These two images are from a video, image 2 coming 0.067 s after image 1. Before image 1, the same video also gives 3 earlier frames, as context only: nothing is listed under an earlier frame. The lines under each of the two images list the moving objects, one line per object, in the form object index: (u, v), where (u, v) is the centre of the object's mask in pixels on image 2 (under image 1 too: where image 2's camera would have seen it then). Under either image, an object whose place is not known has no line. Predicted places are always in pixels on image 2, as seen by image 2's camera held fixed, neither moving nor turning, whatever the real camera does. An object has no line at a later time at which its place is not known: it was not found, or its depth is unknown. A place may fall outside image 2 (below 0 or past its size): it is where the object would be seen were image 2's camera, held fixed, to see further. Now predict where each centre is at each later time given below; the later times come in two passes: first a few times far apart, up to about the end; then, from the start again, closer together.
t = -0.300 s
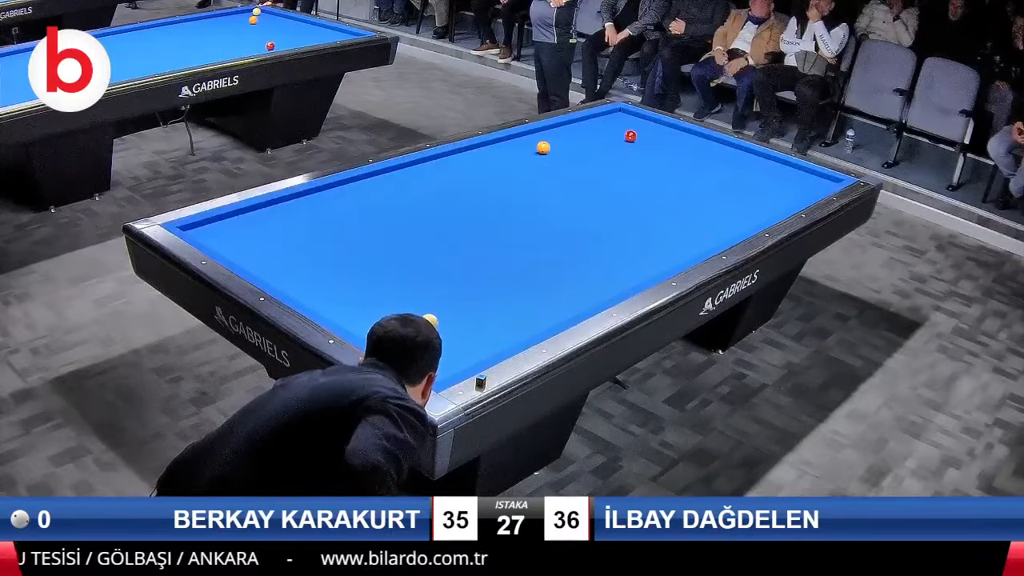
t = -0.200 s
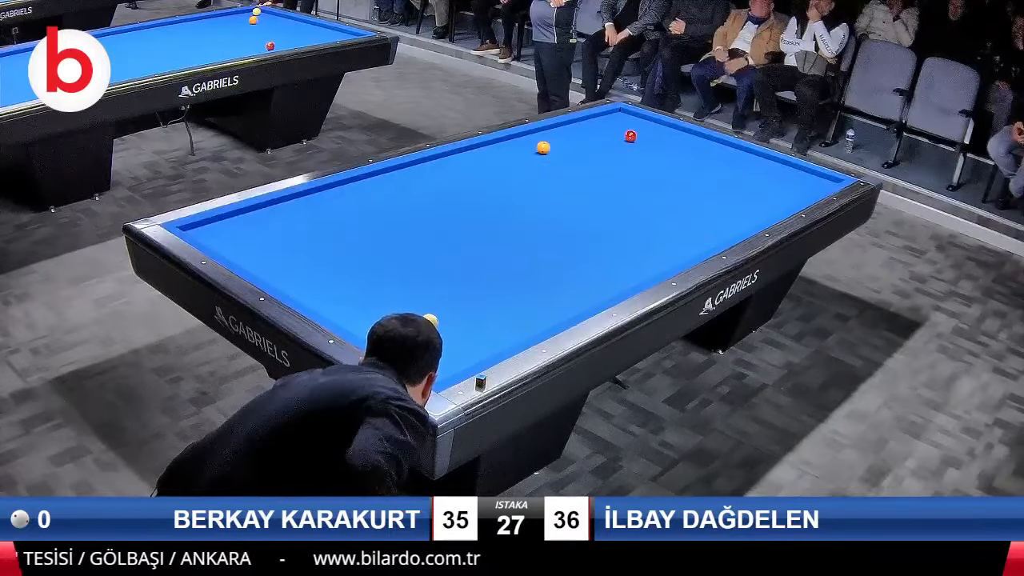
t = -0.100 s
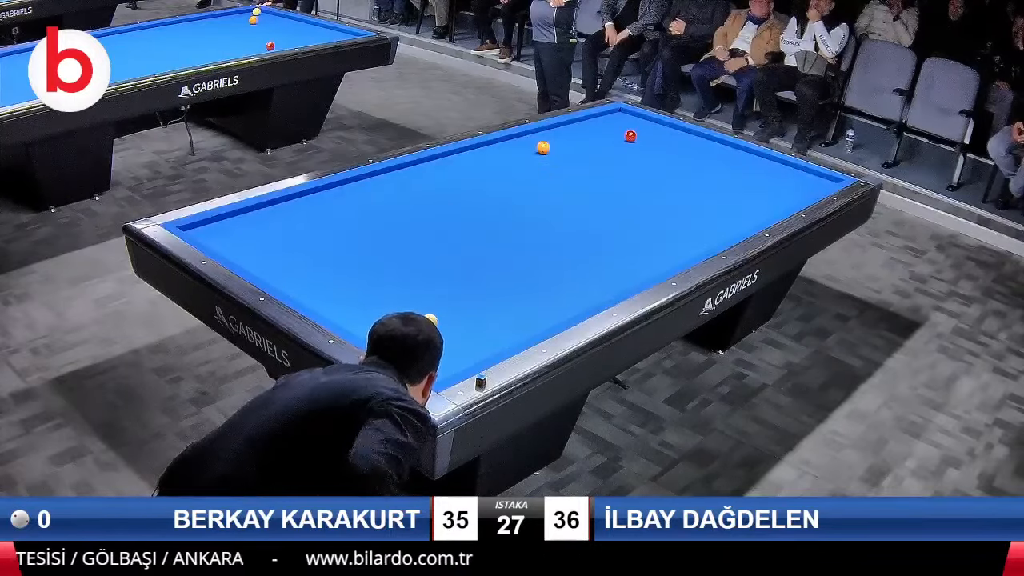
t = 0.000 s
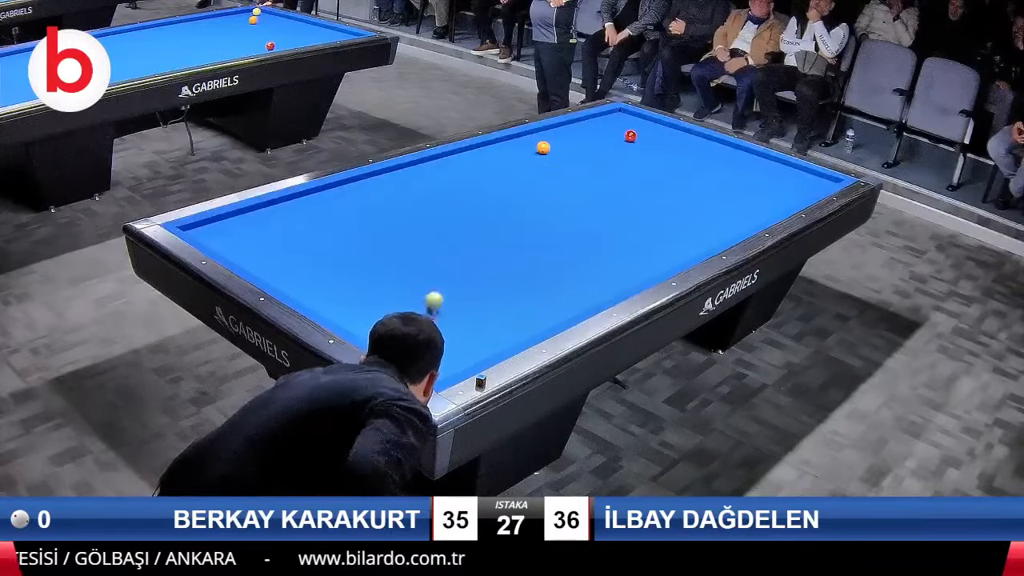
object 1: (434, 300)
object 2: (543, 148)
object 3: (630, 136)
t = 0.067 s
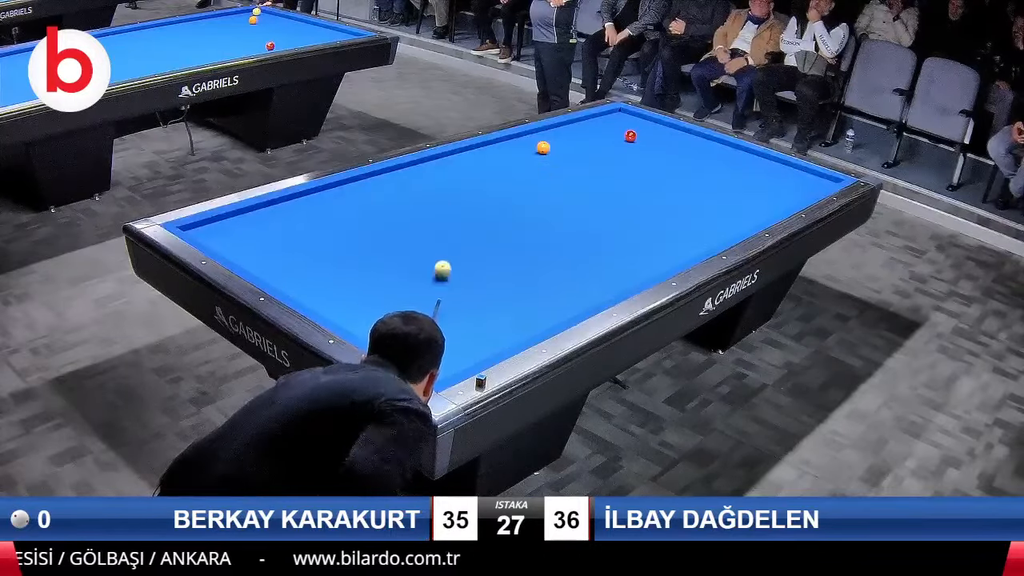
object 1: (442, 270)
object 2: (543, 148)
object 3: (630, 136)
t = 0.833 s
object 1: (544, 136)
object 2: (685, 159)
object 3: (630, 136)
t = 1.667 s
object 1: (629, 114)
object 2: (772, 184)
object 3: (630, 136)
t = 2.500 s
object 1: (640, 137)
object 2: (639, 178)
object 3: (626, 143)
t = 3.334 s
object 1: (660, 148)
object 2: (501, 174)
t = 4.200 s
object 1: (677, 157)
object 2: (379, 177)
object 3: (604, 180)
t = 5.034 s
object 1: (689, 165)
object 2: (354, 203)
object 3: (593, 198)
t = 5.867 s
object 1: (698, 170)
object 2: (329, 232)
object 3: (584, 215)
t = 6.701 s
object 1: (703, 174)
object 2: (303, 260)
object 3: (575, 231)
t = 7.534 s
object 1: (705, 174)
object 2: (285, 284)
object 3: (568, 244)
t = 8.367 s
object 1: (705, 175)
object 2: (319, 285)
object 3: (560, 255)
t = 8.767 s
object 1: (705, 175)
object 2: (332, 285)
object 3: (557, 259)
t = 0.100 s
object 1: (446, 256)
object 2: (543, 147)
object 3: (630, 136)
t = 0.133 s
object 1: (450, 242)
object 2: (543, 148)
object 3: (630, 136)
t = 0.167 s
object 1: (453, 230)
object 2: (543, 148)
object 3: (630, 136)
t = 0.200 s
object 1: (456, 218)
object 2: (543, 148)
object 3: (630, 136)
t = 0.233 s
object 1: (459, 207)
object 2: (543, 148)
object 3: (630, 136)
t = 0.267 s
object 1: (462, 197)
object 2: (543, 148)
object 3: (630, 136)
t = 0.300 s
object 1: (465, 187)
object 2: (543, 148)
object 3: (630, 136)
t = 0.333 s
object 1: (468, 178)
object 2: (543, 148)
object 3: (630, 136)
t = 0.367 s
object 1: (470, 169)
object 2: (543, 147)
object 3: (630, 136)
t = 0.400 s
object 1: (472, 160)
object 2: (543, 148)
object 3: (630, 136)
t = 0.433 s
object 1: (474, 152)
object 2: (543, 148)
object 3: (630, 136)
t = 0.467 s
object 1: (480, 146)
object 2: (543, 148)
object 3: (630, 136)
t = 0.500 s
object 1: (501, 146)
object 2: (543, 148)
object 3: (630, 136)
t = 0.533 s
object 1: (521, 146)
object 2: (543, 148)
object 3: (630, 136)
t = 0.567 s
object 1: (530, 146)
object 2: (553, 148)
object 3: (630, 136)
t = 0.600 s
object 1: (531, 145)
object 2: (572, 149)
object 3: (630, 136)
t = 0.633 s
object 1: (533, 144)
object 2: (589, 151)
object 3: (630, 136)
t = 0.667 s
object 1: (534, 143)
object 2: (607, 152)
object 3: (630, 136)
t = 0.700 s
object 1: (536, 141)
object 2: (623, 153)
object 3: (630, 136)
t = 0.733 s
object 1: (537, 140)
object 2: (640, 155)
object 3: (630, 136)
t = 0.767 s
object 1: (539, 139)
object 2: (656, 156)
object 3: (630, 136)
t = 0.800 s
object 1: (542, 137)
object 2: (671, 157)
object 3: (630, 136)
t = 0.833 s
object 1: (544, 136)
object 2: (685, 159)
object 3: (630, 136)
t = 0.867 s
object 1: (547, 134)
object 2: (700, 160)
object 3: (630, 136)
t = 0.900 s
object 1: (550, 133)
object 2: (713, 161)
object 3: (630, 136)
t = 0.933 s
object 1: (552, 131)
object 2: (726, 162)
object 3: (630, 136)
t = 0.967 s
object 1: (555, 130)
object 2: (739, 163)
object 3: (630, 136)
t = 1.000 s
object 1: (558, 128)
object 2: (751, 164)
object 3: (630, 136)
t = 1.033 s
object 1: (560, 127)
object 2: (763, 165)
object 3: (630, 136)
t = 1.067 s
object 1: (563, 126)
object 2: (775, 166)
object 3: (630, 136)
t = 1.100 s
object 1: (565, 124)
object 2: (787, 168)
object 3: (630, 136)
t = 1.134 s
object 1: (568, 123)
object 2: (798, 168)
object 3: (630, 136)
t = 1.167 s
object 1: (573, 122)
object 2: (809, 170)
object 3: (630, 136)
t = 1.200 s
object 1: (578, 121)
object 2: (812, 173)
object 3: (630, 136)
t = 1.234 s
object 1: (582, 120)
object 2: (814, 176)
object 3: (630, 136)
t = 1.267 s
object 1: (587, 119)
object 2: (817, 179)
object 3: (630, 136)
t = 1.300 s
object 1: (592, 119)
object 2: (819, 182)
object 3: (630, 136)
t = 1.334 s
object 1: (596, 118)
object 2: (823, 185)
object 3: (630, 136)
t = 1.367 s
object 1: (601, 117)
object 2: (821, 186)
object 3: (630, 136)
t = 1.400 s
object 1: (605, 116)
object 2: (815, 186)
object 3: (630, 136)
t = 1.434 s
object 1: (609, 115)
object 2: (809, 186)
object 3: (630, 136)
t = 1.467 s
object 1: (614, 115)
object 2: (803, 185)
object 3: (630, 136)
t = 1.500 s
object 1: (618, 114)
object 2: (797, 185)
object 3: (630, 136)
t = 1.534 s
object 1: (622, 113)
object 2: (792, 185)
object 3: (630, 136)
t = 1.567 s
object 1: (626, 112)
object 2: (787, 184)
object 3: (630, 136)
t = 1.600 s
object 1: (630, 112)
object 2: (782, 184)
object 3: (630, 136)
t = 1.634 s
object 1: (630, 113)
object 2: (777, 184)
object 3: (630, 136)
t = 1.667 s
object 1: (629, 114)
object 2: (772, 184)
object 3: (630, 136)
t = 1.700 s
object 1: (629, 116)
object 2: (767, 183)
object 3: (630, 136)
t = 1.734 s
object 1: (628, 117)
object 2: (761, 183)
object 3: (630, 136)
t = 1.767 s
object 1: (628, 118)
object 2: (756, 183)
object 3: (630, 136)
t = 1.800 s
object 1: (629, 120)
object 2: (751, 183)
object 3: (630, 136)
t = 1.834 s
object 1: (629, 121)
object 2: (746, 182)
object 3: (630, 136)
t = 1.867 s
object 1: (629, 122)
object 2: (740, 182)
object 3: (630, 136)
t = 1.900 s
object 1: (630, 123)
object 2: (735, 182)
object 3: (630, 136)
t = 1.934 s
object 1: (630, 124)
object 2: (730, 182)
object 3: (630, 136)
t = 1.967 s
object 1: (631, 125)
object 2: (725, 181)
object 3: (630, 136)
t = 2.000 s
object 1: (631, 126)
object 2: (720, 181)
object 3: (630, 136)
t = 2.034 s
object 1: (631, 127)
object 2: (714, 181)
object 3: (630, 136)
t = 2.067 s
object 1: (632, 128)
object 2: (709, 181)
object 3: (630, 136)
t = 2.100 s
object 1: (632, 128)
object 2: (704, 181)
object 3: (630, 136)
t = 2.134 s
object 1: (633, 129)
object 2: (698, 181)
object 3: (630, 136)
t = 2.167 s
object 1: (634, 130)
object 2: (693, 180)
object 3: (630, 136)
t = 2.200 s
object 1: (634, 131)
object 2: (688, 180)
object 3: (630, 136)
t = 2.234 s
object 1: (635, 132)
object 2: (682, 180)
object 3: (629, 137)
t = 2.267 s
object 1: (636, 133)
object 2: (677, 180)
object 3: (629, 138)
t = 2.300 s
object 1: (637, 134)
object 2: (671, 180)
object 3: (628, 139)
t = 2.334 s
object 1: (637, 135)
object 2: (666, 179)
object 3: (628, 140)
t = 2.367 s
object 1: (637, 135)
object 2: (660, 179)
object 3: (627, 140)
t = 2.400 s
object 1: (638, 136)
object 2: (655, 179)
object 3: (627, 141)
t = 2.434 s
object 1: (639, 136)
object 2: (649, 179)
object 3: (627, 142)
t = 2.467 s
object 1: (640, 137)
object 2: (644, 178)
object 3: (626, 143)
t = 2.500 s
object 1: (640, 137)
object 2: (639, 178)
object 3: (626, 143)
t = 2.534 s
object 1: (642, 138)
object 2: (633, 178)
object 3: (625, 144)
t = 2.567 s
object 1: (642, 138)
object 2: (628, 178)
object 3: (625, 145)
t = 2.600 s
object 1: (643, 139)
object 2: (622, 178)
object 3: (625, 145)
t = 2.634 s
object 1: (644, 139)
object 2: (617, 177)
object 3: (624, 146)
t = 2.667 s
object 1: (645, 139)
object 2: (612, 177)
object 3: (623, 147)
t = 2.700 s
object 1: (646, 140)
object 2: (606, 177)
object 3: (623, 148)
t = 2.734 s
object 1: (646, 140)
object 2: (601, 177)
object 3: (623, 148)
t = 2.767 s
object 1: (647, 141)
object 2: (594, 177)
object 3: (623, 149)
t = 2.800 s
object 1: (648, 141)
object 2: (590, 176)
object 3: (622, 150)
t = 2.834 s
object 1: (649, 142)
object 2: (584, 176)
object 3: (622, 150)
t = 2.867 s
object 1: (649, 142)
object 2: (578, 176)
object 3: (621, 151)
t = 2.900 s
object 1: (650, 143)
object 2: (573, 176)
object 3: (621, 152)
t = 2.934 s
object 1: (651, 143)
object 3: (621, 152)
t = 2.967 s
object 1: (652, 143)
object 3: (620, 153)
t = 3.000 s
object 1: (652, 144)
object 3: (620, 154)
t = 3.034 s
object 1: (653, 144)
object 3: (620, 155)
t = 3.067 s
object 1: (654, 144)
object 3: (619, 155)
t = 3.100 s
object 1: (655, 145)
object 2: (536, 173)
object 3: (619, 156)
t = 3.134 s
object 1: (655, 145)
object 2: (534, 174)
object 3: (620, 158)
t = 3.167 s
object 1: (656, 146)
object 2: (529, 174)
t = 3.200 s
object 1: (657, 146)
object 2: (523, 174)
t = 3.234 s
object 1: (658, 147)
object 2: (518, 174)
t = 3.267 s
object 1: (658, 147)
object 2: (512, 174)
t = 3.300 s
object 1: (659, 147)
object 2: (507, 174)
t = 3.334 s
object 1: (660, 148)
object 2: (501, 174)
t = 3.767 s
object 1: (669, 151)
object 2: (430, 173)
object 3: (609, 171)
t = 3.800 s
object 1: (669, 152)
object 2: (424, 173)
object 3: (609, 171)
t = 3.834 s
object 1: (670, 152)
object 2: (419, 172)
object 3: (609, 172)
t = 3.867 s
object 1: (671, 154)
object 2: (414, 173)
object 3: (608, 173)
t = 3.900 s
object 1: (671, 154)
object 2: (408, 173)
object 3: (608, 174)
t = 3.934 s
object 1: (672, 154)
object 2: (403, 172)
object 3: (608, 174)
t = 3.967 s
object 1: (672, 155)
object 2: (398, 172)
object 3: (607, 175)
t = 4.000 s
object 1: (673, 155)
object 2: (392, 172)
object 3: (607, 176)
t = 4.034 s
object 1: (674, 156)
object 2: (387, 172)
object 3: (606, 177)
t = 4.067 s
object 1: (674, 156)
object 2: (382, 172)
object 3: (606, 177)
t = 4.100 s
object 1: (675, 156)
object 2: (382, 173)
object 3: (605, 178)
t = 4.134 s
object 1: (675, 156)
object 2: (382, 174)
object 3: (605, 179)
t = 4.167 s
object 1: (676, 157)
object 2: (380, 175)
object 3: (604, 180)
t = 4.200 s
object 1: (677, 157)
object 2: (379, 177)
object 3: (604, 180)
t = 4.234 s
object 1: (677, 158)
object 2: (378, 178)
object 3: (603, 181)
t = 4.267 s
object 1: (678, 158)
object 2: (377, 179)
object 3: (603, 182)
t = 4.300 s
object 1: (678, 158)
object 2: (376, 180)
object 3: (603, 182)
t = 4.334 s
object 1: (679, 158)
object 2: (376, 181)
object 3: (602, 183)
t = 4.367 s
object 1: (679, 159)
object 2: (375, 182)
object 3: (602, 184)
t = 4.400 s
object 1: (680, 159)
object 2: (374, 183)
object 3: (601, 185)
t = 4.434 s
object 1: (680, 160)
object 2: (373, 184)
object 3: (601, 185)
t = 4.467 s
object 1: (681, 160)
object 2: (372, 185)
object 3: (600, 186)
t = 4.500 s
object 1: (681, 160)
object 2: (371, 186)
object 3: (600, 187)
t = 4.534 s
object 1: (682, 160)
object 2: (370, 187)
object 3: (600, 188)
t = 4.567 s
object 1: (682, 161)
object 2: (369, 188)
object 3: (599, 188)
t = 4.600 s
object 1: (683, 161)
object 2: (367, 189)
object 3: (599, 189)
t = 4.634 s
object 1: (684, 161)
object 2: (367, 190)
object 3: (599, 190)
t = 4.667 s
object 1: (684, 162)
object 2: (366, 191)
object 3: (598, 190)
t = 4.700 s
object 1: (684, 162)
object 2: (365, 192)
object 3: (598, 191)
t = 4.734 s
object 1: (685, 162)
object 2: (364, 194)
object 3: (597, 192)
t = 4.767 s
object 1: (685, 163)
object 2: (363, 195)
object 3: (597, 192)
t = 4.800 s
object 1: (686, 163)
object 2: (362, 196)
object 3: (596, 193)
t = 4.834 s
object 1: (686, 163)
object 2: (361, 197)
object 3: (596, 194)
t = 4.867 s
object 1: (687, 163)
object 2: (359, 198)
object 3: (595, 195)
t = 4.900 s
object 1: (687, 164)
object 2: (358, 199)
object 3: (595, 195)
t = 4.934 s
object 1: (687, 164)
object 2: (357, 200)
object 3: (594, 196)
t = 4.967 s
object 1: (688, 164)
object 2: (356, 201)
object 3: (594, 197)
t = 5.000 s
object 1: (688, 164)
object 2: (356, 202)
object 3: (594, 197)
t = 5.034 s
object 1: (689, 165)
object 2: (354, 203)
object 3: (593, 198)
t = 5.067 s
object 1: (689, 165)
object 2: (353, 205)
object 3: (593, 199)
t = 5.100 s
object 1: (690, 165)
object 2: (352, 206)
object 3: (593, 200)
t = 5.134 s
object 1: (690, 166)
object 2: (351, 207)
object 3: (592, 200)
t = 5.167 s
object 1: (690, 166)
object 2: (351, 208)
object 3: (592, 201)
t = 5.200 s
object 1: (691, 166)
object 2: (349, 209)
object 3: (591, 202)
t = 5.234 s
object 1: (691, 166)
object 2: (348, 210)
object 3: (591, 202)
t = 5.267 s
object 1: (692, 166)
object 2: (347, 212)
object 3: (591, 203)
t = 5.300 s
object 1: (692, 167)
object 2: (346, 212)
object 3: (590, 204)
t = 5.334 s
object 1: (692, 167)
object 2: (345, 214)
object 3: (590, 204)
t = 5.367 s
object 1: (693, 167)
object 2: (344, 215)
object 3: (590, 205)
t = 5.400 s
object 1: (693, 167)
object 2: (343, 216)
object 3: (589, 206)
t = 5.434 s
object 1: (693, 168)
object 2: (342, 217)
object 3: (589, 206)
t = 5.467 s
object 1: (694, 168)
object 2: (341, 218)
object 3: (588, 207)
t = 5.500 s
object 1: (694, 168)
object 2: (340, 219)
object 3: (588, 208)
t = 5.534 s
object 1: (695, 168)
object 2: (339, 220)
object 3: (588, 209)
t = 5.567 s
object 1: (695, 169)
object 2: (338, 221)
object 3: (587, 210)
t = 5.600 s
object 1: (695, 169)
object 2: (337, 223)
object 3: (587, 210)
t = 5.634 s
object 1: (696, 169)
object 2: (336, 224)
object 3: (586, 211)
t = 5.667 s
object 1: (696, 169)
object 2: (335, 225)
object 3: (586, 212)
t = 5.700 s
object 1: (696, 169)
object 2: (334, 226)
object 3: (586, 212)
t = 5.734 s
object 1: (697, 170)
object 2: (333, 227)
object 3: (585, 213)
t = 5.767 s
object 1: (697, 170)
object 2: (332, 228)
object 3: (585, 213)
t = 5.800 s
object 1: (697, 170)
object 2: (331, 229)
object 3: (585, 214)
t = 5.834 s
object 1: (698, 170)
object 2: (330, 230)
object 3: (584, 215)
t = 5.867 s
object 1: (698, 170)
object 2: (329, 232)
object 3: (584, 215)
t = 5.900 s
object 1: (698, 171)
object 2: (328, 233)
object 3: (584, 216)
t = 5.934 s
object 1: (698, 171)
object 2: (327, 234)
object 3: (583, 217)
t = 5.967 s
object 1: (699, 171)
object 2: (326, 235)
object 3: (583, 217)
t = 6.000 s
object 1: (699, 171)
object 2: (325, 236)
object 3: (583, 218)
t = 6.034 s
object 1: (699, 171)
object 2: (324, 237)
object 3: (582, 218)
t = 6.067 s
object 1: (700, 171)
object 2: (323, 239)
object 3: (582, 219)
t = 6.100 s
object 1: (700, 171)
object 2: (322, 240)
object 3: (581, 220)
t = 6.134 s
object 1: (700, 172)
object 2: (320, 241)
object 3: (581, 220)
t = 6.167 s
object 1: (700, 172)
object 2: (320, 242)
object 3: (580, 221)
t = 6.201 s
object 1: (701, 172)
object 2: (318, 243)
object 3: (580, 222)
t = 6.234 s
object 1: (701, 172)
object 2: (317, 244)
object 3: (580, 222)
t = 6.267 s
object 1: (701, 172)
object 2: (316, 245)
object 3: (579, 223)
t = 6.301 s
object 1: (701, 172)
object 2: (315, 246)
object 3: (579, 224)
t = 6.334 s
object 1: (702, 172)
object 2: (314, 248)
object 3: (579, 224)
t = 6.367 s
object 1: (702, 172)
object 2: (313, 249)
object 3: (578, 225)
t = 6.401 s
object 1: (702, 172)
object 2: (312, 250)
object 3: (578, 225)
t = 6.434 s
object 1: (702, 173)
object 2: (311, 251)
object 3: (577, 226)
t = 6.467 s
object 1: (702, 173)
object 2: (310, 252)
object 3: (577, 226)
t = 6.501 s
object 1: (703, 173)
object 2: (309, 253)
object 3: (577, 227)
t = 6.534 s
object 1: (703, 173)
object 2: (308, 255)
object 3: (577, 228)
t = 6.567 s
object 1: (703, 173)
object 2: (307, 256)
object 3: (576, 228)
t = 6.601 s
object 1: (703, 173)
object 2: (306, 257)
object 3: (576, 229)
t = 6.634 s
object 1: (703, 173)
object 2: (305, 258)
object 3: (576, 229)
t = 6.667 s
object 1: (703, 174)
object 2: (304, 259)
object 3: (575, 230)
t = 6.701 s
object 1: (703, 174)
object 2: (303, 260)
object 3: (575, 231)
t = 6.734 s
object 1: (704, 174)
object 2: (302, 262)
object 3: (575, 231)
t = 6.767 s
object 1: (704, 174)
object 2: (301, 263)
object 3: (574, 232)
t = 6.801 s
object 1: (704, 174)
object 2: (300, 264)
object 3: (574, 232)
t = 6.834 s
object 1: (704, 174)
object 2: (299, 265)
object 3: (574, 233)
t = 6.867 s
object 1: (704, 174)
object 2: (298, 266)
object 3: (573, 234)
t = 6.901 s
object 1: (704, 174)
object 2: (297, 267)
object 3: (573, 234)
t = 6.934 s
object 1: (704, 174)
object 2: (296, 269)
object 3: (573, 235)
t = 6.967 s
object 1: (704, 174)
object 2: (295, 270)
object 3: (572, 235)
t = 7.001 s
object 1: (704, 174)
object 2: (294, 271)
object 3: (572, 236)
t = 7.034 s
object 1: (704, 174)
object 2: (293, 272)
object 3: (572, 236)
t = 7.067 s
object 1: (705, 174)
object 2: (292, 273)
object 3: (572, 237)
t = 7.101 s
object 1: (705, 174)
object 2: (291, 274)
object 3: (571, 237)
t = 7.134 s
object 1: (705, 174)
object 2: (290, 276)
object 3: (571, 238)
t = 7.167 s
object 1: (705, 174)
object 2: (289, 276)
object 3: (571, 238)
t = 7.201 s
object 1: (705, 174)
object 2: (288, 278)
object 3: (571, 239)
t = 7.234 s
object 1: (705, 174)
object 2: (287, 279)
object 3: (570, 240)
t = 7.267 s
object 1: (705, 174)
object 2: (286, 280)
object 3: (570, 240)
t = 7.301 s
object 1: (705, 174)
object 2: (285, 281)
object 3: (570, 240)
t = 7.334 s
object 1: (705, 174)
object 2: (284, 282)
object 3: (569, 241)
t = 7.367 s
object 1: (705, 174)
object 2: (283, 282)
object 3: (569, 242)
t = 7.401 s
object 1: (705, 174)
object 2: (282, 283)
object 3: (569, 242)
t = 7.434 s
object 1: (705, 174)
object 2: (282, 284)
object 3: (568, 243)
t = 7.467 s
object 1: (705, 174)
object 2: (282, 284)
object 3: (568, 243)
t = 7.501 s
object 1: (705, 174)
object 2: (284, 284)
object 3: (568, 244)
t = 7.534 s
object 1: (705, 174)
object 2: (285, 284)
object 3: (568, 244)
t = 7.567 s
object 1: (705, 174)
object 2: (287, 285)
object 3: (567, 245)
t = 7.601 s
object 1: (705, 175)
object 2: (288, 285)
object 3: (567, 246)
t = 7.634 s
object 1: (705, 175)
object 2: (290, 285)
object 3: (567, 246)
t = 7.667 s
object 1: (705, 175)
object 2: (291, 285)
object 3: (566, 246)
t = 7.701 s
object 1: (705, 175)
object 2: (292, 286)
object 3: (566, 247)
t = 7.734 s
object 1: (705, 175)
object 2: (294, 285)
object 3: (566, 247)
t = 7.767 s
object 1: (705, 175)
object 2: (295, 285)
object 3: (566, 248)
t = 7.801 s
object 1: (705, 175)
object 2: (297, 286)
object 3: (565, 248)
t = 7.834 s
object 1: (705, 175)
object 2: (298, 286)
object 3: (565, 249)
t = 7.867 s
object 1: (705, 175)
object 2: (299, 286)
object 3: (565, 249)
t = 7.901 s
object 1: (705, 175)
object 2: (301, 285)
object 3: (564, 250)
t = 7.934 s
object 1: (705, 175)
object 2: (302, 285)
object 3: (564, 250)
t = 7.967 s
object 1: (705, 175)
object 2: (304, 285)
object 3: (564, 251)
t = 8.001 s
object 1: (705, 175)
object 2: (305, 285)
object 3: (564, 251)
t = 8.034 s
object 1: (705, 175)
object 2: (307, 285)
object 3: (563, 251)
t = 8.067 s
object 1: (705, 175)
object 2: (308, 285)
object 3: (563, 252)
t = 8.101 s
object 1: (705, 175)
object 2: (309, 285)
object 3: (563, 252)
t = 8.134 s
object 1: (705, 175)
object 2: (310, 285)
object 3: (562, 252)
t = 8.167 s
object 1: (705, 175)
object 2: (312, 285)
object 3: (562, 253)
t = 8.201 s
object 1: (705, 175)
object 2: (313, 285)
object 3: (562, 253)
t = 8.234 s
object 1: (705, 175)
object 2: (315, 285)
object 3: (562, 254)
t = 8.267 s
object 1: (705, 175)
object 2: (316, 285)
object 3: (561, 254)
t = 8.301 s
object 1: (705, 175)
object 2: (317, 285)
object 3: (561, 254)
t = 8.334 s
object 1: (705, 175)
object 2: (318, 285)
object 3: (561, 255)
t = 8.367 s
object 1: (705, 175)
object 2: (319, 285)
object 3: (560, 255)
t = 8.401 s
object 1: (705, 175)
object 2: (320, 285)
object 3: (560, 256)
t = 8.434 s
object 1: (705, 175)
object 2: (322, 285)
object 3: (560, 256)
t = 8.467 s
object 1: (705, 175)
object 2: (323, 285)
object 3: (560, 256)
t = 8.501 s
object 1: (705, 175)
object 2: (324, 285)
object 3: (559, 257)
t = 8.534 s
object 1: (705, 175)
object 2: (325, 285)
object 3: (559, 257)
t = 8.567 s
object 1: (705, 175)
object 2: (326, 285)
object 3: (559, 257)
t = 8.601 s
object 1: (705, 175)
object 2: (327, 285)
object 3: (559, 258)
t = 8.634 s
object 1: (705, 175)
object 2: (328, 285)
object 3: (559, 258)
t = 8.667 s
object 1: (705, 175)
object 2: (329, 285)
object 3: (558, 259)
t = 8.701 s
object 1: (705, 175)
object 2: (330, 285)
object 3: (558, 259)
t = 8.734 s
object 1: (705, 175)
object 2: (331, 285)
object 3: (558, 259)
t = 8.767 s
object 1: (705, 175)
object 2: (332, 285)
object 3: (557, 259)
